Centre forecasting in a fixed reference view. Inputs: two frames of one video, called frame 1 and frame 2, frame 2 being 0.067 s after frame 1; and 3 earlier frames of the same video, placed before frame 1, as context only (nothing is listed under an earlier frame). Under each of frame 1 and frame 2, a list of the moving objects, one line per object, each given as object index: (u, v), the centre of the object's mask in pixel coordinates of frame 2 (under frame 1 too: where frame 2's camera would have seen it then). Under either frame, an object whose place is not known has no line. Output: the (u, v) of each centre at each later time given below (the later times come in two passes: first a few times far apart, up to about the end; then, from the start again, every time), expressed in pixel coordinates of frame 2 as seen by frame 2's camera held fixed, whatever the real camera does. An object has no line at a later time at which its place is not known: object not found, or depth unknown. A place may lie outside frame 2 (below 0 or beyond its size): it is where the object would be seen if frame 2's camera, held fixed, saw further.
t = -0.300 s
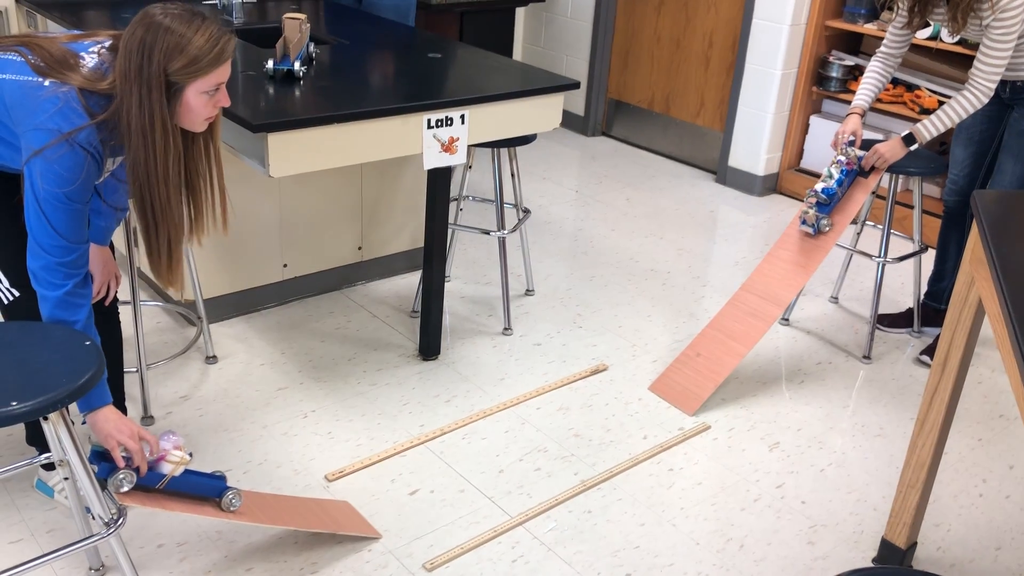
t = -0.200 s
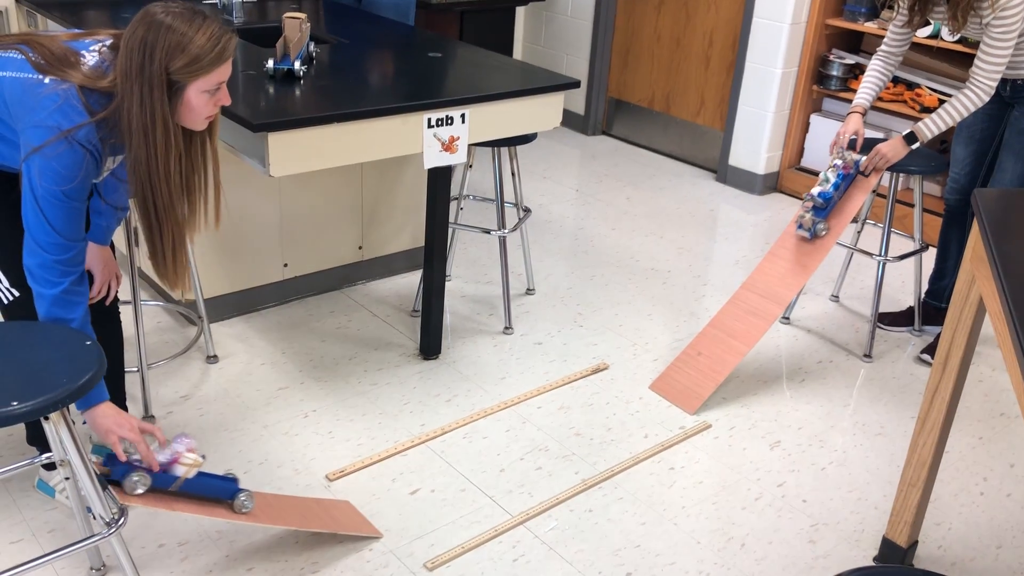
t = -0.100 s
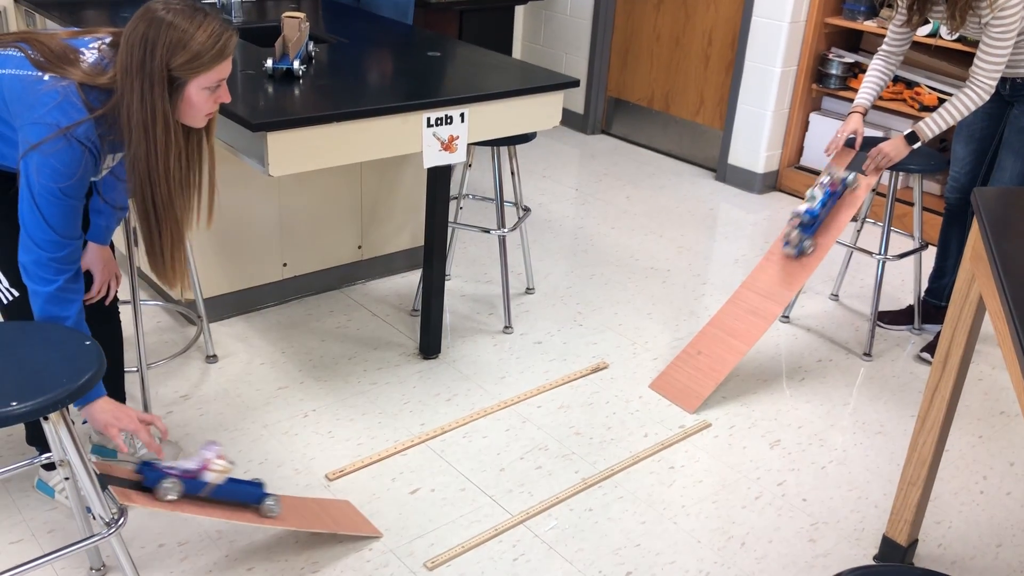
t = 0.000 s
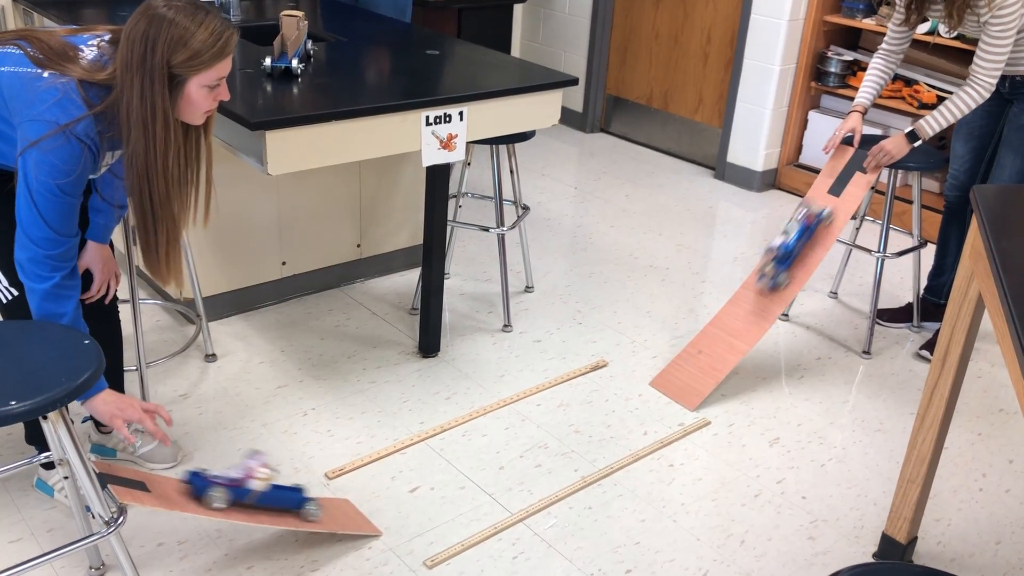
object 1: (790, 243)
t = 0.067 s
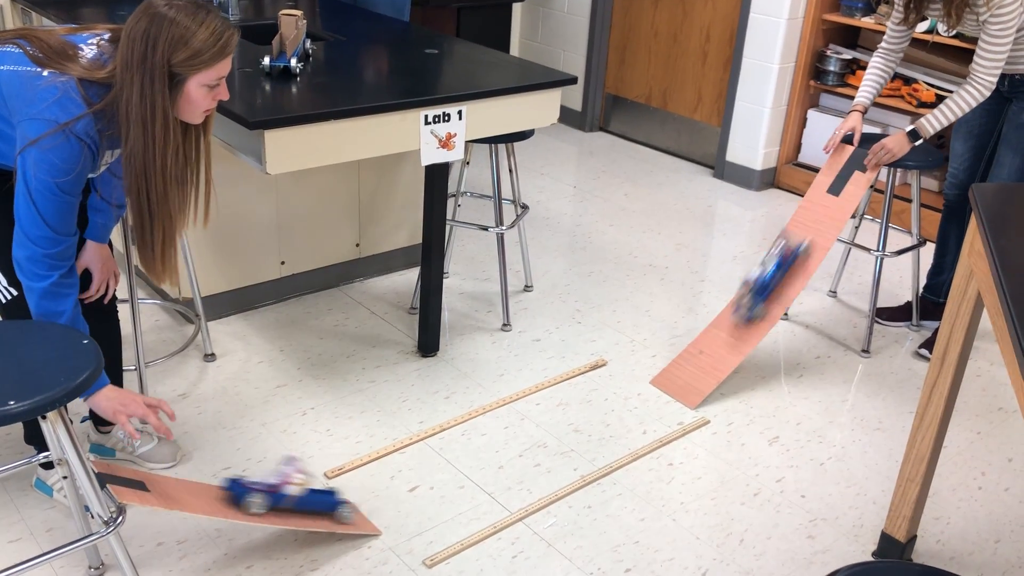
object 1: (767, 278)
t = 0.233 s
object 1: (689, 371)
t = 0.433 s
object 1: (572, 423)
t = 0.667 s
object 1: (491, 473)
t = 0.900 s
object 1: (408, 535)
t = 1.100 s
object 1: (388, 545)
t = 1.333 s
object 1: (387, 553)
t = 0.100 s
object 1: (754, 297)
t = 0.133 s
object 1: (740, 318)
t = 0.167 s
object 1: (726, 337)
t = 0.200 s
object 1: (708, 356)
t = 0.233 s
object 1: (689, 371)
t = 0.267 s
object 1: (670, 382)
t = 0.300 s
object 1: (649, 393)
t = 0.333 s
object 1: (627, 404)
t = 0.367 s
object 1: (608, 412)
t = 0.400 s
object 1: (585, 422)
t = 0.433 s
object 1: (572, 423)
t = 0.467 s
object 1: (559, 428)
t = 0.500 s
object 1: (551, 429)
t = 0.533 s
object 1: (539, 439)
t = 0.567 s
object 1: (527, 452)
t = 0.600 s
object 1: (514, 458)
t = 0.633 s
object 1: (504, 465)
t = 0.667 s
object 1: (491, 473)
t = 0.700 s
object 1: (477, 484)
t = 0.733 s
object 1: (466, 497)
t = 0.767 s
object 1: (451, 511)
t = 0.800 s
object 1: (438, 517)
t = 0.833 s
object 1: (426, 524)
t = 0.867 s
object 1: (416, 531)
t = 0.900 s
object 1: (408, 535)
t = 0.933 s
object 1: (401, 538)
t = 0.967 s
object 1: (395, 540)
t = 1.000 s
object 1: (392, 541)
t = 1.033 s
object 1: (390, 543)
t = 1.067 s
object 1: (388, 545)
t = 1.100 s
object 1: (388, 545)
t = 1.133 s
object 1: (388, 546)
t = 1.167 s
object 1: (388, 547)
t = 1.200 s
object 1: (388, 548)
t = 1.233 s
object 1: (387, 549)
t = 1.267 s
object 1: (388, 550)
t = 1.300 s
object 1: (387, 552)
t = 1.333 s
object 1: (387, 553)
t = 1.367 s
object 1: (387, 554)
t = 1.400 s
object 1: (387, 557)
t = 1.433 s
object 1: (387, 558)
